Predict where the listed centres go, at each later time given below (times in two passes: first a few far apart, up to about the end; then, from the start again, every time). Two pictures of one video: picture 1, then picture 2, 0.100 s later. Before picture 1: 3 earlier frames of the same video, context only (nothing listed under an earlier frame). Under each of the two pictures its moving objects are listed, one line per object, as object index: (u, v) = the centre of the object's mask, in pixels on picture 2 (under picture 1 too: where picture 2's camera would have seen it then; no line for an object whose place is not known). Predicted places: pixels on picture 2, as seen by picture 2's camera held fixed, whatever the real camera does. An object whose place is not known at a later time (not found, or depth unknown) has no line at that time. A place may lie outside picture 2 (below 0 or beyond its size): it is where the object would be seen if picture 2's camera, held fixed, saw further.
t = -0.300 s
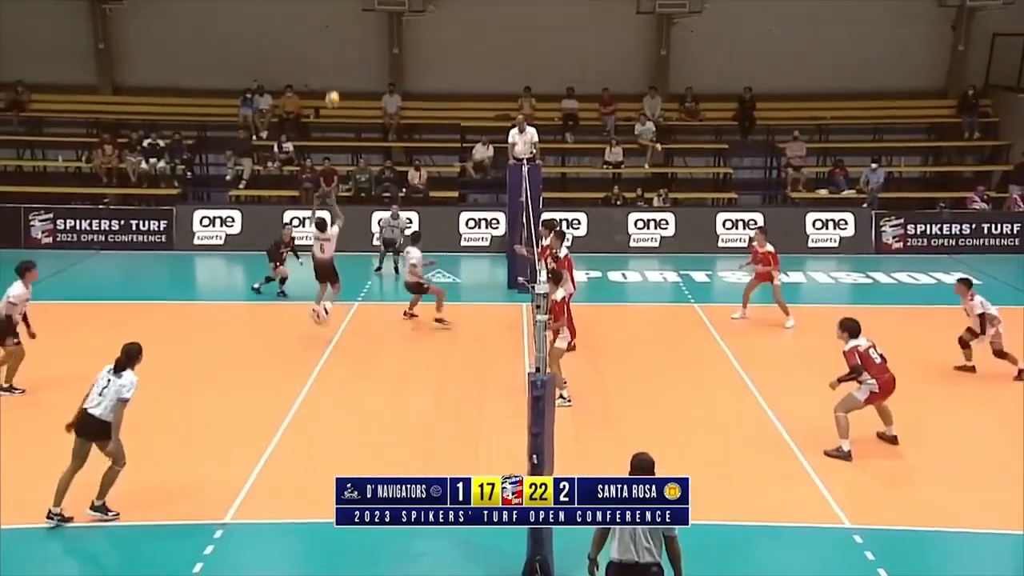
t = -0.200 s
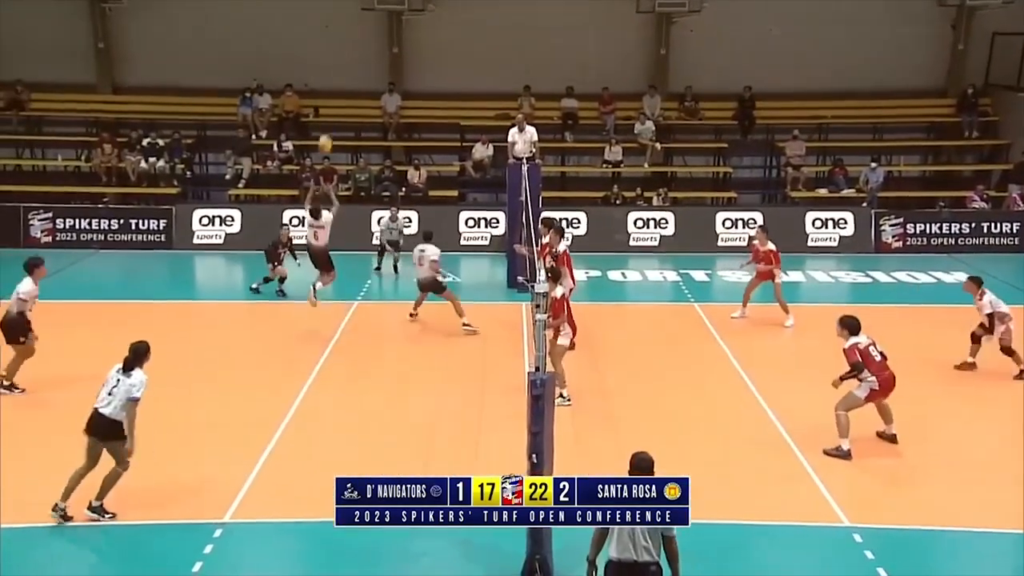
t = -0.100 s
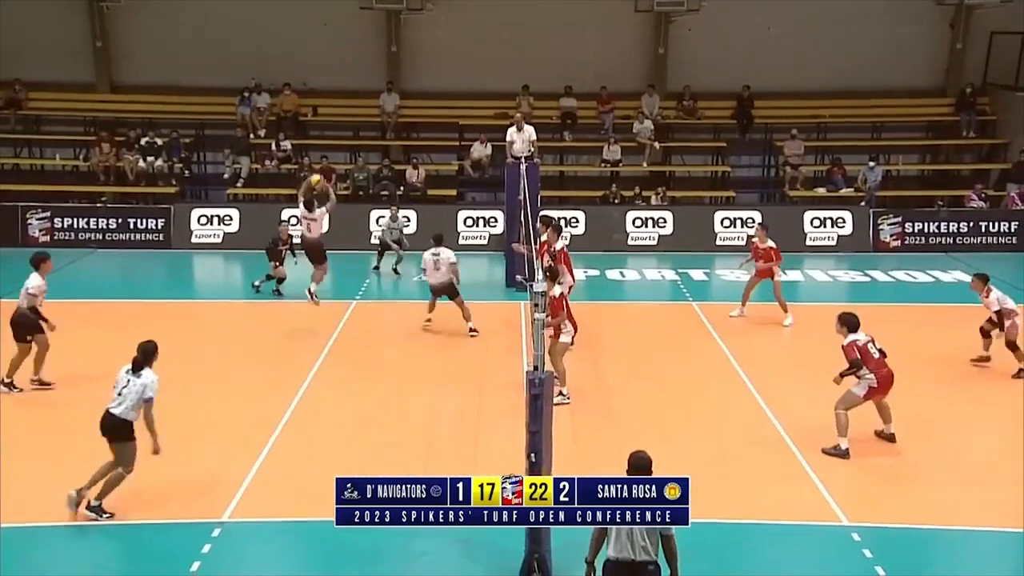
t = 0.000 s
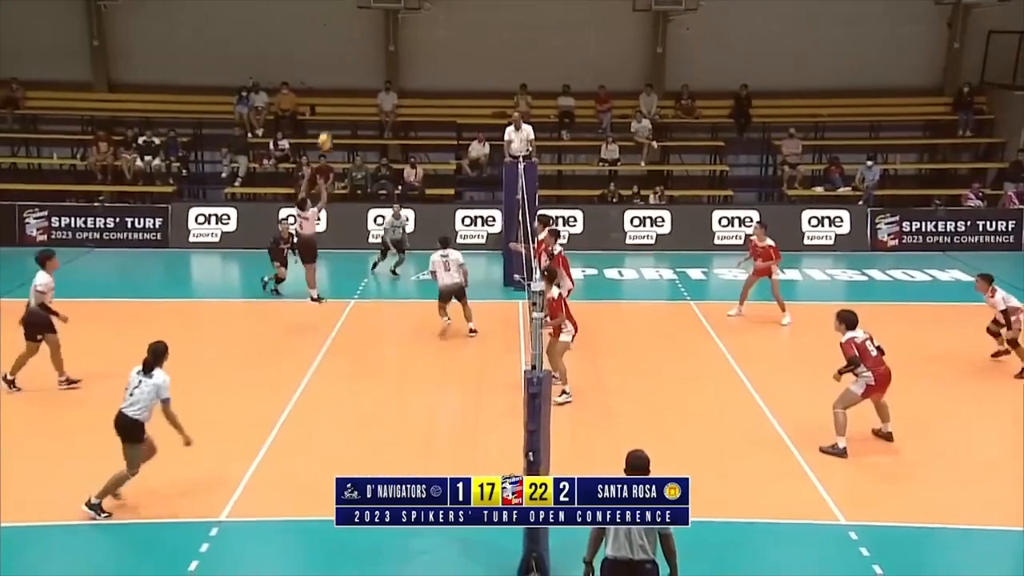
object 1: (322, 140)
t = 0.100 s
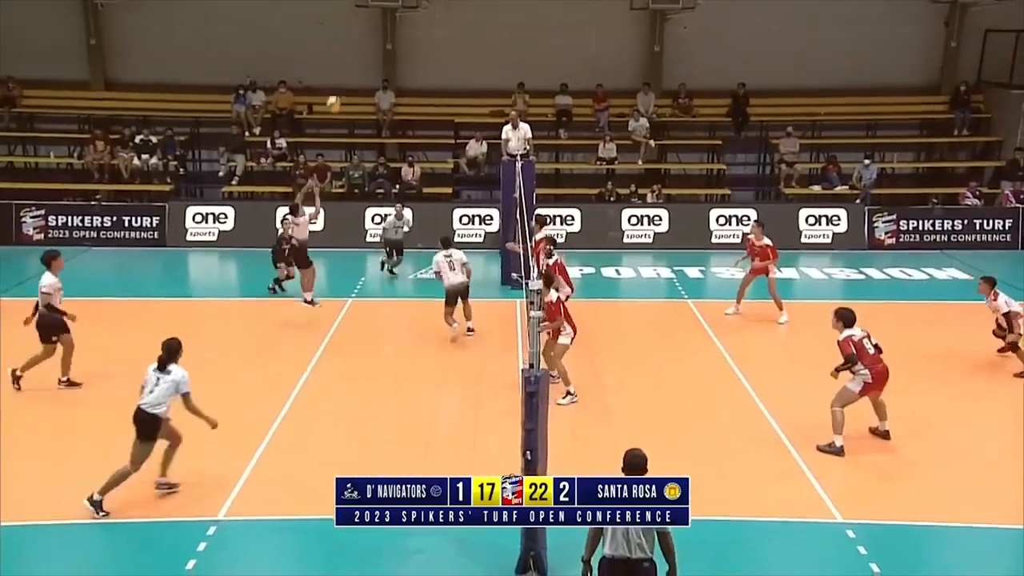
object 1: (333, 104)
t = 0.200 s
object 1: (344, 75)
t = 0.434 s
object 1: (369, 34)
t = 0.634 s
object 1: (391, 29)
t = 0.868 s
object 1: (411, 49)
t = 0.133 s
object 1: (337, 93)
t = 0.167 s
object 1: (340, 84)
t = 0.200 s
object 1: (344, 75)
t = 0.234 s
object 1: (348, 67)
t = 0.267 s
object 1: (352, 60)
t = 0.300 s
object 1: (355, 53)
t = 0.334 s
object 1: (359, 48)
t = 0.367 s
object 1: (363, 42)
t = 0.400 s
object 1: (366, 38)
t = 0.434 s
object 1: (369, 34)
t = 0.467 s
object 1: (373, 32)
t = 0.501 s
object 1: (377, 30)
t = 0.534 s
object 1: (380, 29)
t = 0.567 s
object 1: (384, 28)
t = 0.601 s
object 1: (387, 28)
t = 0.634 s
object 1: (391, 29)
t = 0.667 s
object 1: (394, 30)
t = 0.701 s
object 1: (397, 33)
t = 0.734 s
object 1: (399, 34)
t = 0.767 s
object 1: (401, 36)
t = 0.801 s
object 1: (404, 39)
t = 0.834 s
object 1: (407, 44)
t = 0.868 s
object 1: (411, 49)
